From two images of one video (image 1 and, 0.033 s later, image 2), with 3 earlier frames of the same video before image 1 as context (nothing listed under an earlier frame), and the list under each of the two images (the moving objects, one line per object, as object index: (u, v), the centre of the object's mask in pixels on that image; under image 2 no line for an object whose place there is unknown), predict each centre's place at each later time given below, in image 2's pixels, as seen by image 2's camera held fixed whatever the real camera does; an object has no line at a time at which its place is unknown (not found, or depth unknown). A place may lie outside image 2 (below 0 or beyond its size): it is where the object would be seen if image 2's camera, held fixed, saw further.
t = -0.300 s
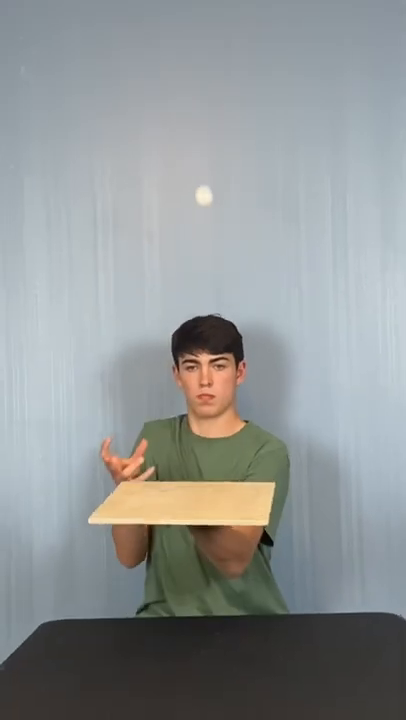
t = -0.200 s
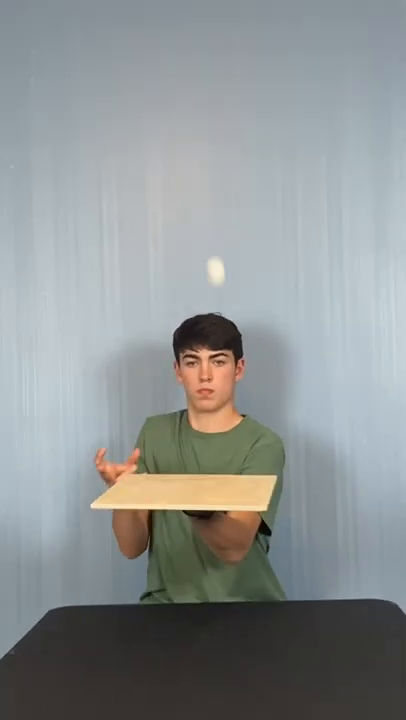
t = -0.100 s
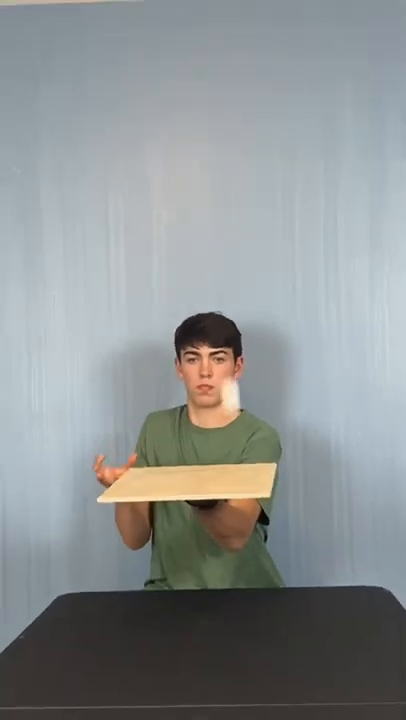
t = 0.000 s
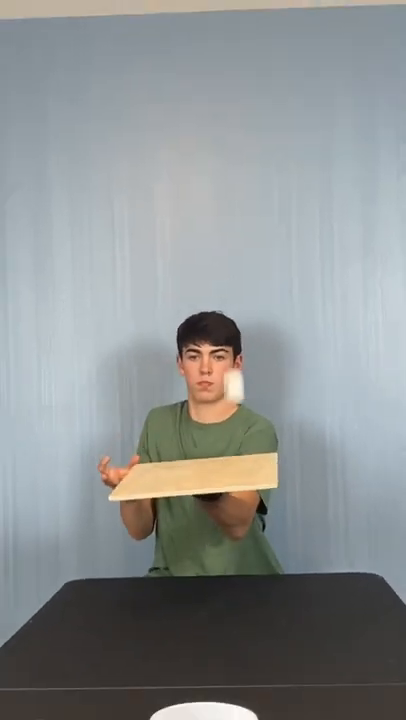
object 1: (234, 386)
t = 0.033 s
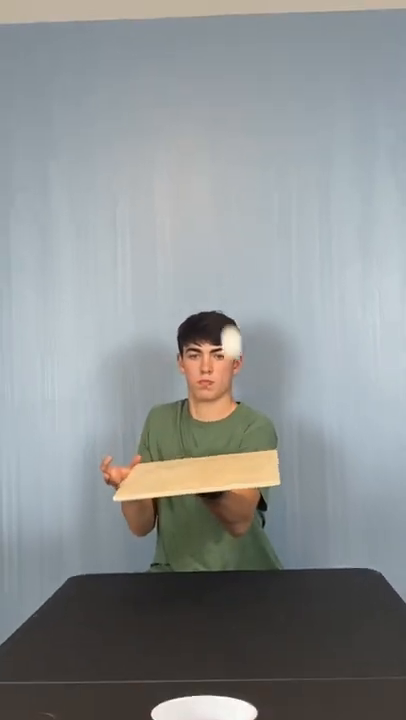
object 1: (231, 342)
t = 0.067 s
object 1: (229, 304)
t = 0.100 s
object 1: (227, 270)
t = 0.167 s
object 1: (222, 215)
